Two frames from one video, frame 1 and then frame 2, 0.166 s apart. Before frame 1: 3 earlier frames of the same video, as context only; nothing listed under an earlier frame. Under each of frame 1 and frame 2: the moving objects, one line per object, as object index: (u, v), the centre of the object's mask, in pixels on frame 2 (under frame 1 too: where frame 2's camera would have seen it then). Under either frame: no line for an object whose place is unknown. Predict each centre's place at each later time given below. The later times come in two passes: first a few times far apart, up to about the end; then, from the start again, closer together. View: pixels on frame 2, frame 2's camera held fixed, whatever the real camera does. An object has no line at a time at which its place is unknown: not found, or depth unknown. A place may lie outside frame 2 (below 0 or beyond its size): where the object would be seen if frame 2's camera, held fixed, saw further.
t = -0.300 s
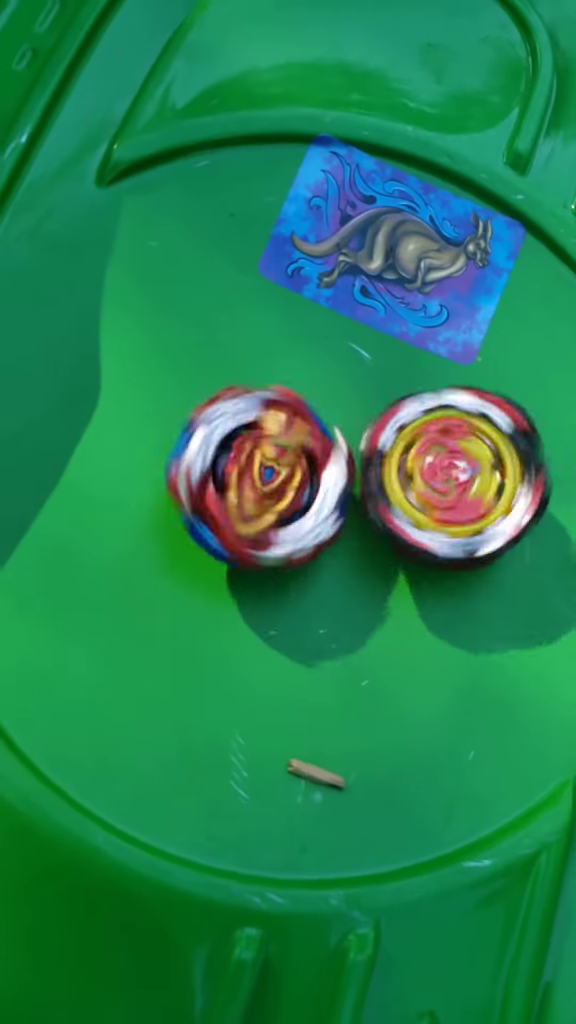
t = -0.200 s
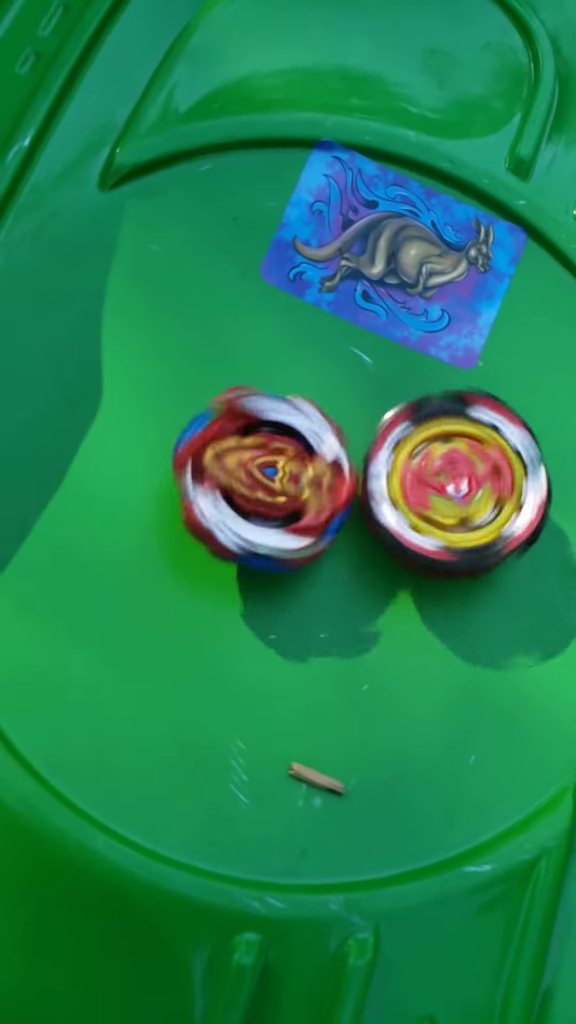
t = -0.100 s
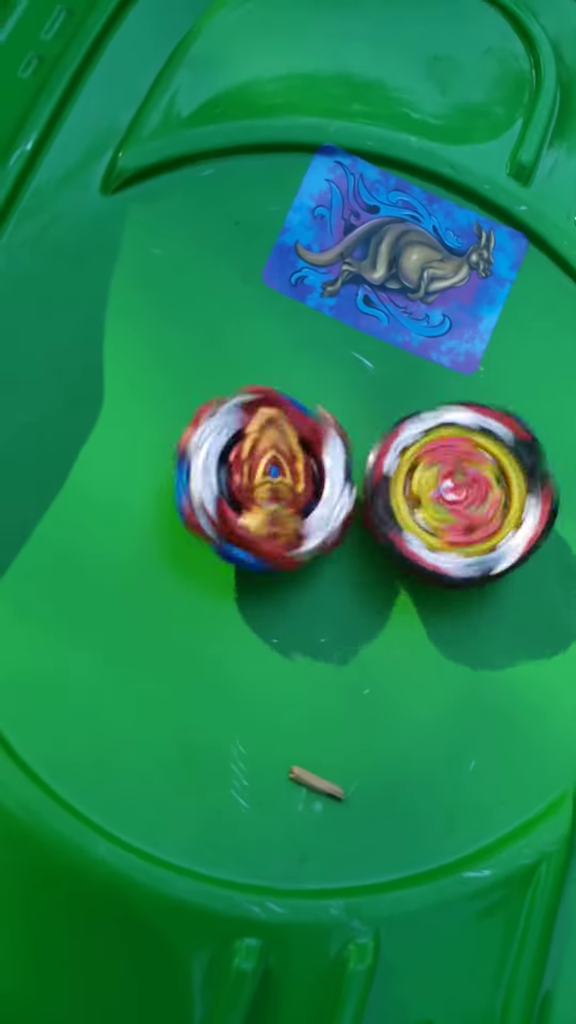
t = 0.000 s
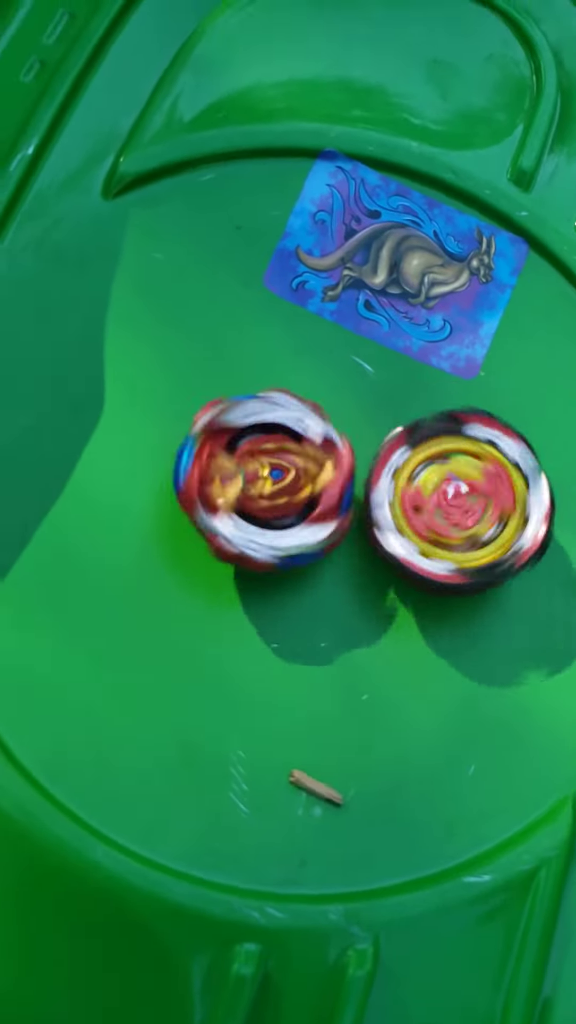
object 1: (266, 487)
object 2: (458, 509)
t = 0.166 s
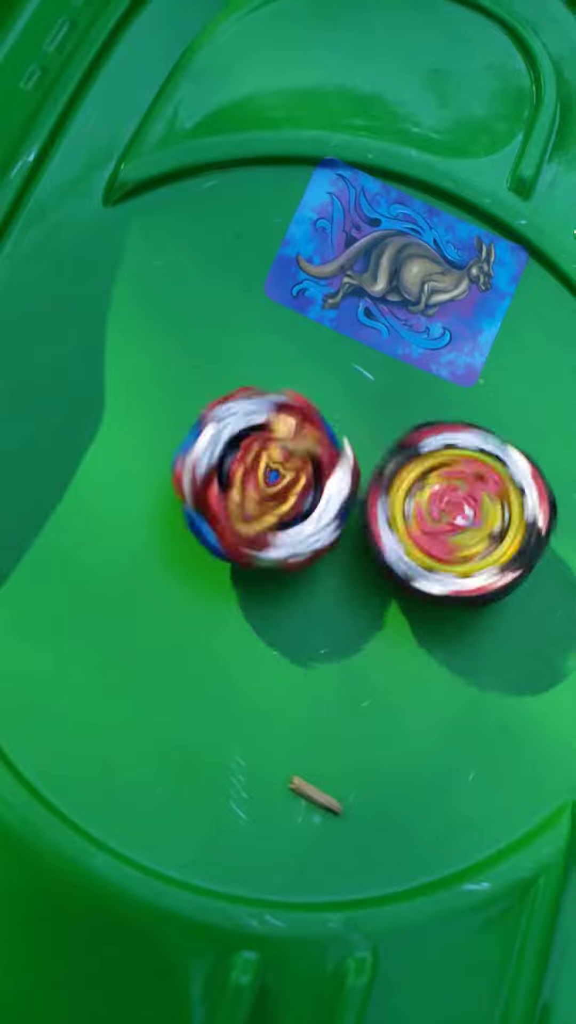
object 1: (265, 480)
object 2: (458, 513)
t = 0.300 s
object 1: (269, 477)
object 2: (459, 517)
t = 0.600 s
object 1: (271, 463)
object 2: (459, 524)
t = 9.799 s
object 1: (477, 609)
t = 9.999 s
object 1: (468, 617)
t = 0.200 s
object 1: (267, 478)
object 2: (458, 514)
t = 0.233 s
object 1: (268, 478)
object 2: (458, 514)
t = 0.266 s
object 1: (268, 477)
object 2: (459, 516)
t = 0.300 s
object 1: (269, 477)
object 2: (459, 517)
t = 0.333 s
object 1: (269, 476)
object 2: (459, 519)
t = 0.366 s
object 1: (270, 474)
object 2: (458, 520)
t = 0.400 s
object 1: (270, 472)
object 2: (458, 520)
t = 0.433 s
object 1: (271, 471)
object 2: (458, 519)
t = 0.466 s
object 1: (271, 470)
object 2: (458, 521)
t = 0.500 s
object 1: (271, 469)
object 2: (458, 522)
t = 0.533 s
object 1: (271, 468)
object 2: (458, 522)
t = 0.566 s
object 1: (271, 466)
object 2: (458, 524)
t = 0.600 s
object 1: (271, 463)
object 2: (459, 524)
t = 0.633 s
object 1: (272, 462)
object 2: (457, 525)
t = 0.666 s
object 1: (274, 460)
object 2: (458, 526)
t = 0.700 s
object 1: (275, 460)
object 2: (458, 528)
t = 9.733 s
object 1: (479, 605)
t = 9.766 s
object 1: (478, 607)
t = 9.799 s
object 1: (477, 609)
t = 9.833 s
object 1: (476, 610)
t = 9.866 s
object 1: (475, 612)
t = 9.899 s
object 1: (473, 614)
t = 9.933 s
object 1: (471, 616)
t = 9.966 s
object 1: (470, 617)
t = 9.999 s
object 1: (468, 617)
